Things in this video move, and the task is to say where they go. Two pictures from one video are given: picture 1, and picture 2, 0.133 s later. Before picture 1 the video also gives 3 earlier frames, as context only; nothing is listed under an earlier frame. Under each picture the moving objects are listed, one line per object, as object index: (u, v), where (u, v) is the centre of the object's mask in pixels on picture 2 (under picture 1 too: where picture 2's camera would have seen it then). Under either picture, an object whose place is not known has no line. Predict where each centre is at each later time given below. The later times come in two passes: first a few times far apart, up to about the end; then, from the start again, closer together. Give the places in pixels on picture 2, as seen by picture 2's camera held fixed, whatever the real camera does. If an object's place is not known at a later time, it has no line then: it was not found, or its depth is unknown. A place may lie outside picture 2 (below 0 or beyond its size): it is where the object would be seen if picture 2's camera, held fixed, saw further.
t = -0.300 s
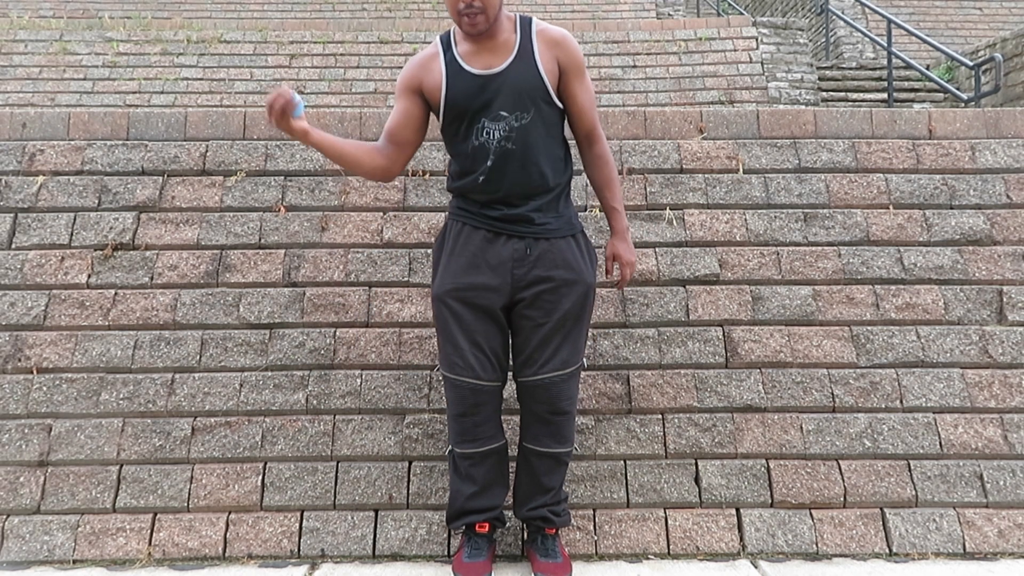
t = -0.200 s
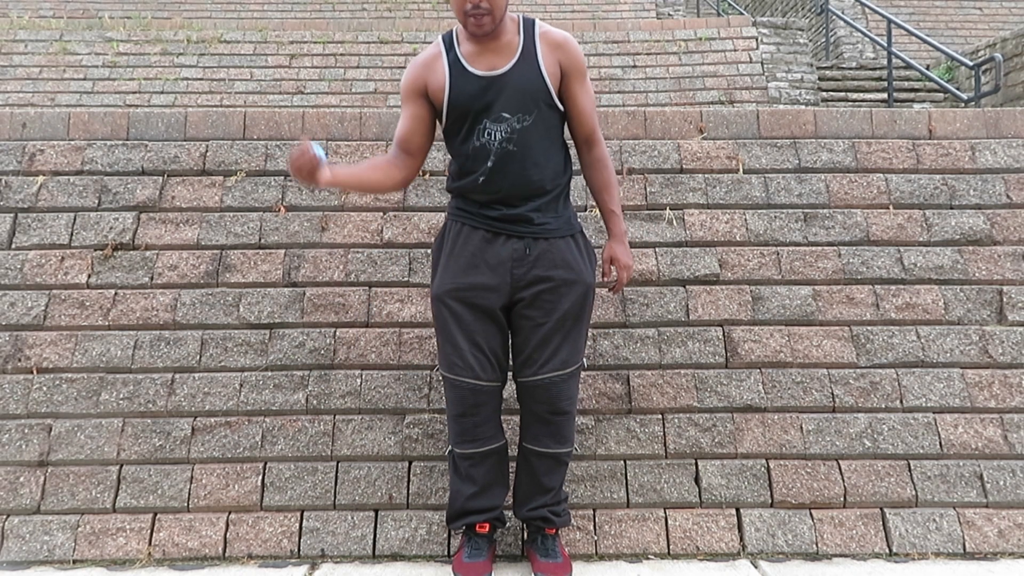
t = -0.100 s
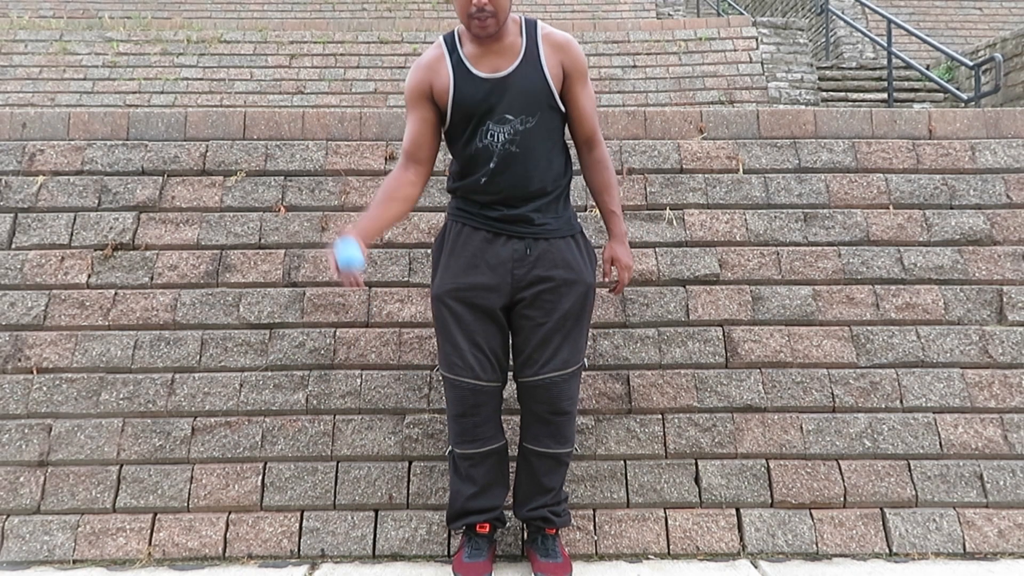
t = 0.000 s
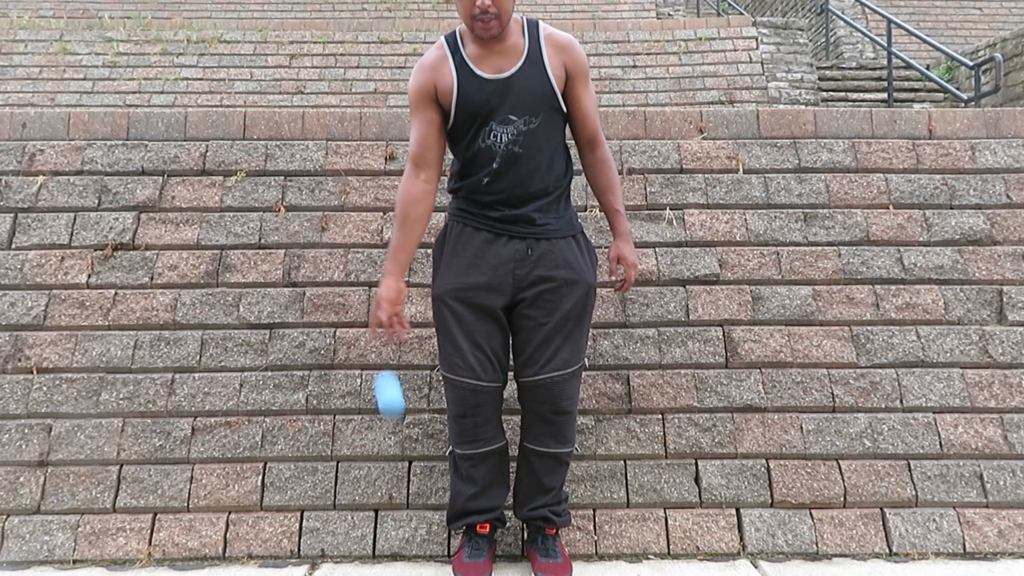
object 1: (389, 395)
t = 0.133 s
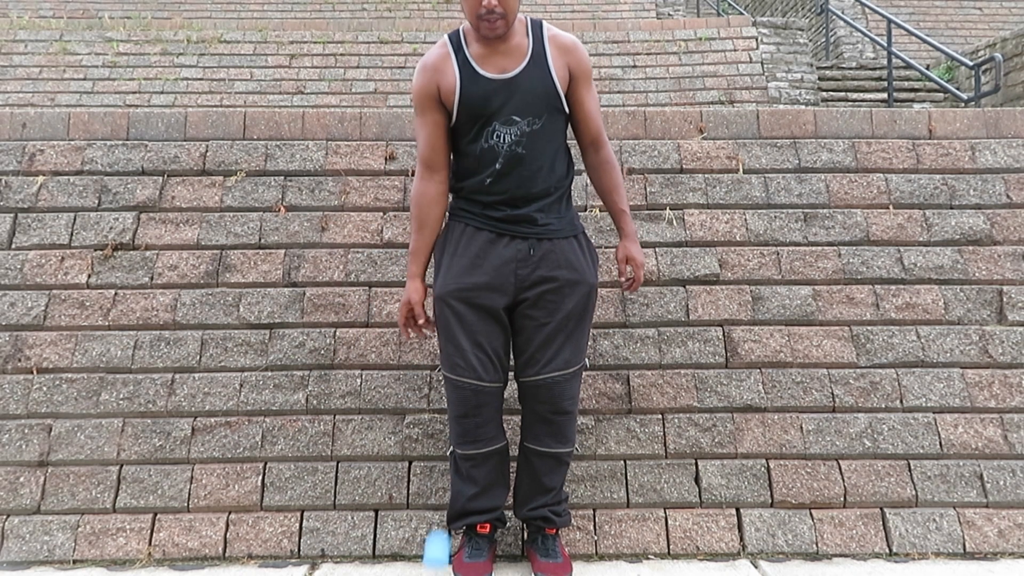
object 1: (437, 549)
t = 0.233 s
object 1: (457, 407)
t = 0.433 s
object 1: (498, 229)
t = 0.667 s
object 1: (547, 219)
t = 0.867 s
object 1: (591, 397)
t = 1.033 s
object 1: (631, 540)
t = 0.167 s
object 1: (444, 500)
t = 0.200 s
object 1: (451, 452)
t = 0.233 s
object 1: (457, 407)
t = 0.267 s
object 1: (464, 367)
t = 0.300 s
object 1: (471, 331)
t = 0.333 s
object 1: (477, 299)
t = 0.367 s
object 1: (485, 271)
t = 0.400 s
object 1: (491, 248)
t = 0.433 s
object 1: (498, 229)
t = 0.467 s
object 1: (505, 214)
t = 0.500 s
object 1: (512, 203)
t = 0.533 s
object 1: (519, 197)
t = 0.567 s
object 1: (526, 196)
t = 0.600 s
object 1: (533, 199)
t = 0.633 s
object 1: (540, 207)
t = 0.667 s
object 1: (547, 219)
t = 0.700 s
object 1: (555, 236)
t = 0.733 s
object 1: (562, 258)
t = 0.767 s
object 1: (570, 285)
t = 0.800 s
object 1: (576, 317)
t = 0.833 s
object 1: (584, 354)
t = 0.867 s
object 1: (591, 397)
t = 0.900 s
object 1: (599, 444)
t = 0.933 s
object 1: (606, 497)
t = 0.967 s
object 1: (613, 551)
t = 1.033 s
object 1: (631, 540)
